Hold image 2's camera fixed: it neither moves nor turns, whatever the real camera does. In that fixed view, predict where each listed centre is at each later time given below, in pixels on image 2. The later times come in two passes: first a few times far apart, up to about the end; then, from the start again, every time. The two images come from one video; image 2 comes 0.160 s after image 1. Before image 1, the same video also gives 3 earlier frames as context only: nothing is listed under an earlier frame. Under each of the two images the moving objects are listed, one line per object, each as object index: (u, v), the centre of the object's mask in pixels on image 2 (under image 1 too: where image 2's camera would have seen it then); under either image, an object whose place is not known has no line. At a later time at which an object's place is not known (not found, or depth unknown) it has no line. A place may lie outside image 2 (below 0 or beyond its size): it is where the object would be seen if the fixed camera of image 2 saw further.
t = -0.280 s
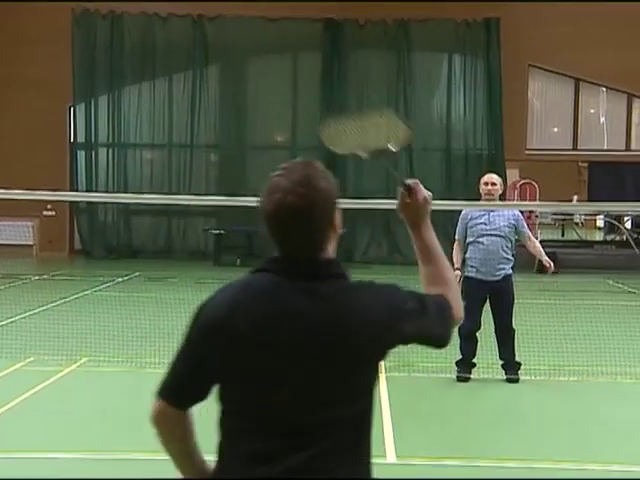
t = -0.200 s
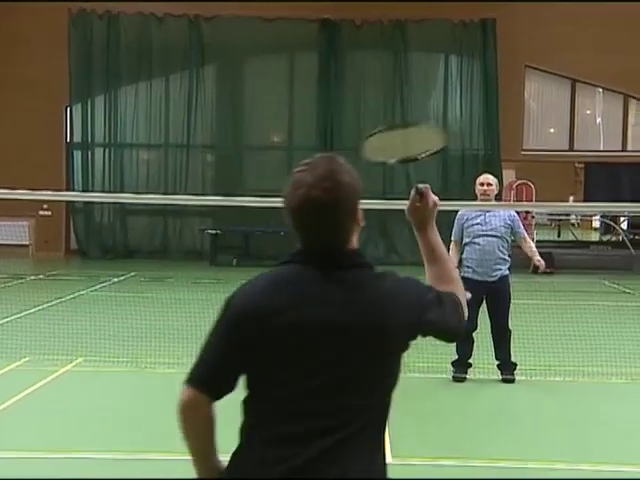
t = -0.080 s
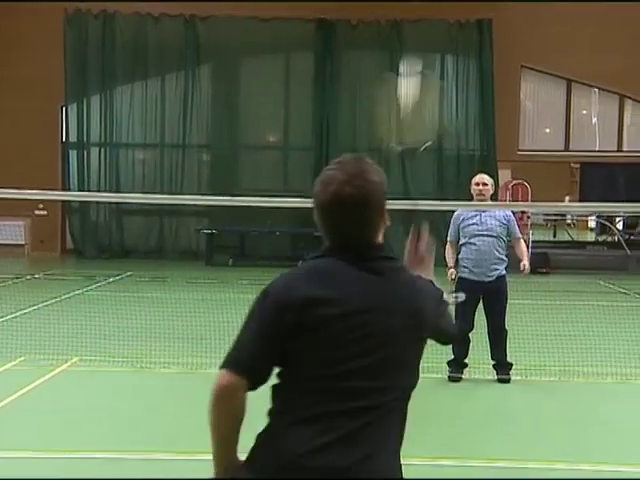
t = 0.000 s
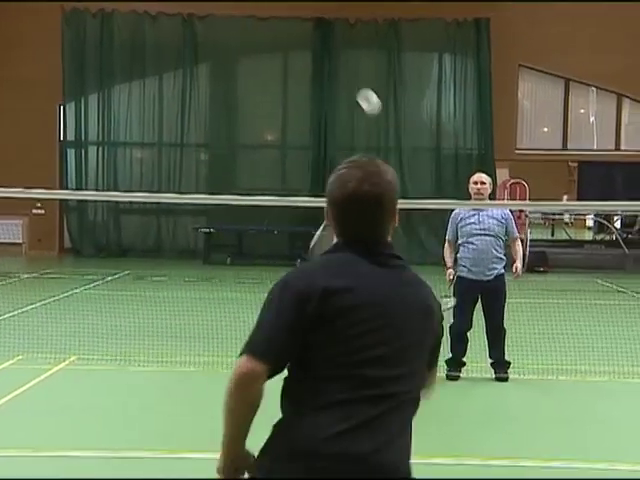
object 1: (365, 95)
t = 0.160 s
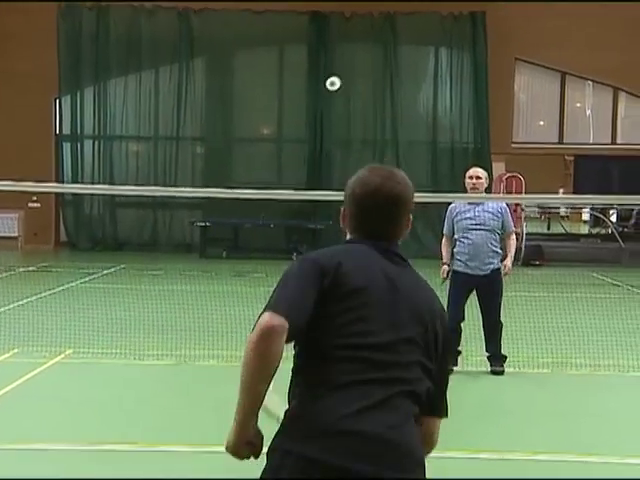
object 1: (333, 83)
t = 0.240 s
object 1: (325, 95)
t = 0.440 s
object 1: (311, 148)
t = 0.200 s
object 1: (329, 88)
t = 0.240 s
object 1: (325, 95)
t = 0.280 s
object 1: (321, 103)
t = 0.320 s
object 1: (319, 113)
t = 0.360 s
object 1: (316, 123)
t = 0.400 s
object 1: (313, 135)
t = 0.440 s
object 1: (311, 148)
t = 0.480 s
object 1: (309, 161)
